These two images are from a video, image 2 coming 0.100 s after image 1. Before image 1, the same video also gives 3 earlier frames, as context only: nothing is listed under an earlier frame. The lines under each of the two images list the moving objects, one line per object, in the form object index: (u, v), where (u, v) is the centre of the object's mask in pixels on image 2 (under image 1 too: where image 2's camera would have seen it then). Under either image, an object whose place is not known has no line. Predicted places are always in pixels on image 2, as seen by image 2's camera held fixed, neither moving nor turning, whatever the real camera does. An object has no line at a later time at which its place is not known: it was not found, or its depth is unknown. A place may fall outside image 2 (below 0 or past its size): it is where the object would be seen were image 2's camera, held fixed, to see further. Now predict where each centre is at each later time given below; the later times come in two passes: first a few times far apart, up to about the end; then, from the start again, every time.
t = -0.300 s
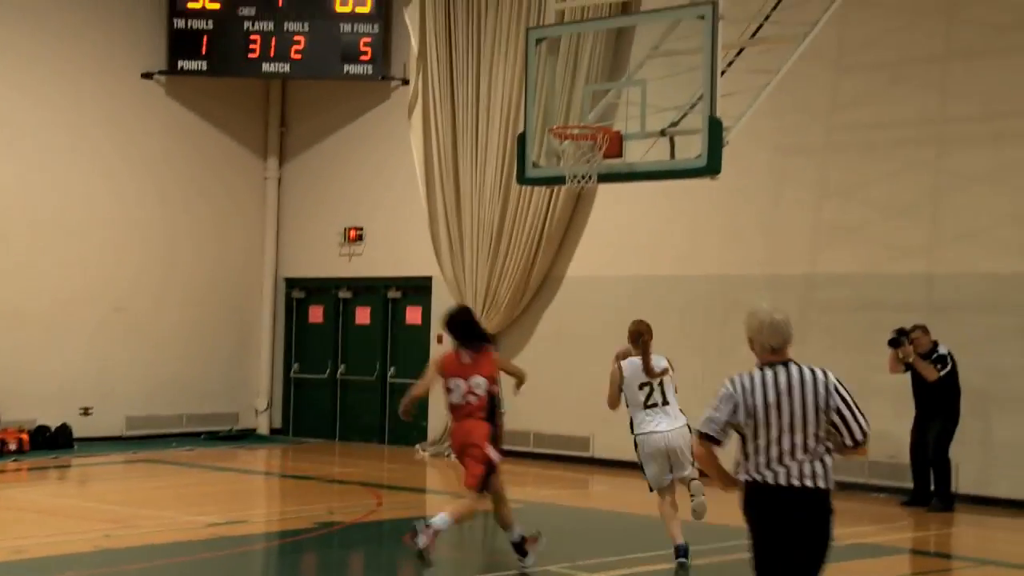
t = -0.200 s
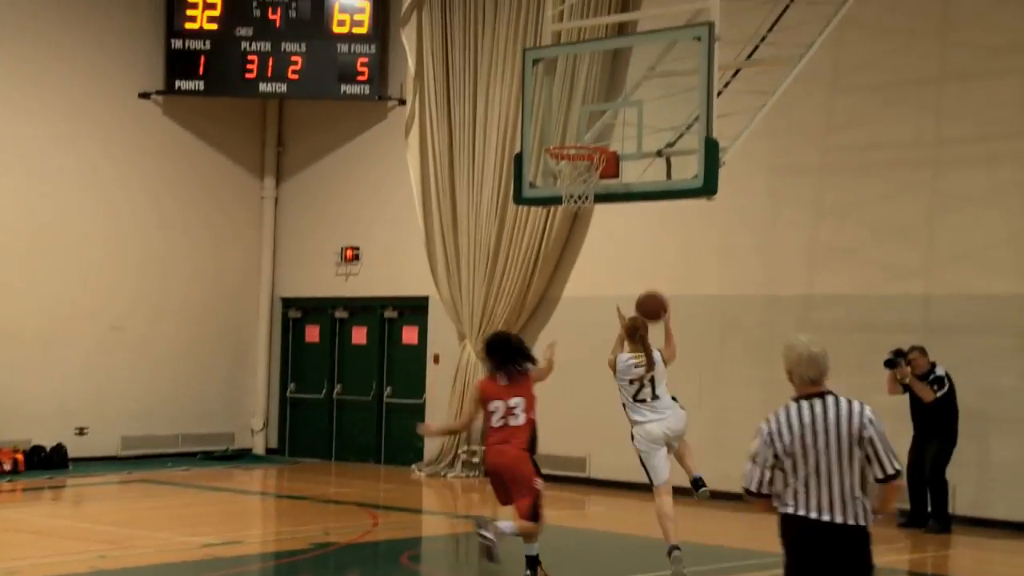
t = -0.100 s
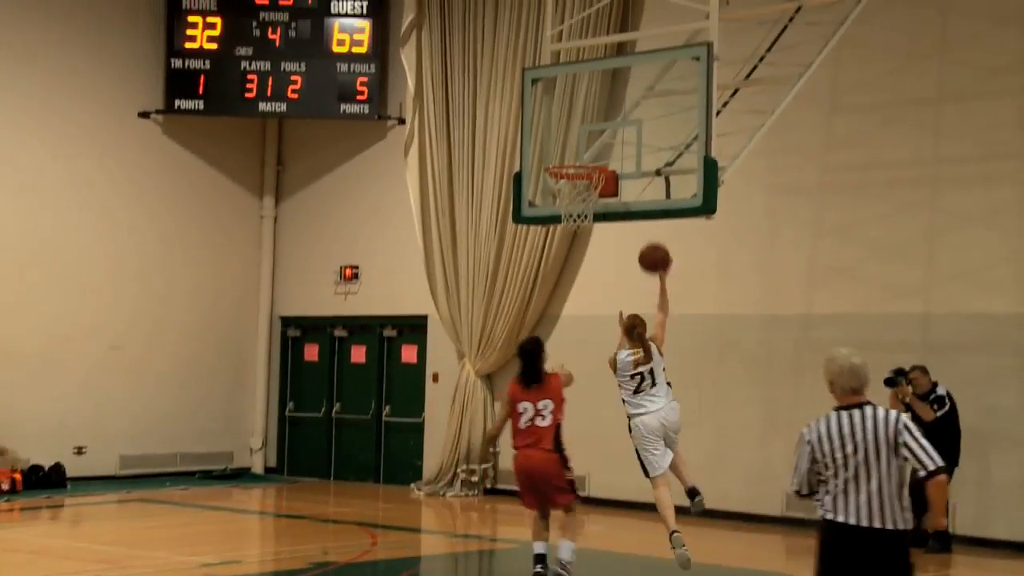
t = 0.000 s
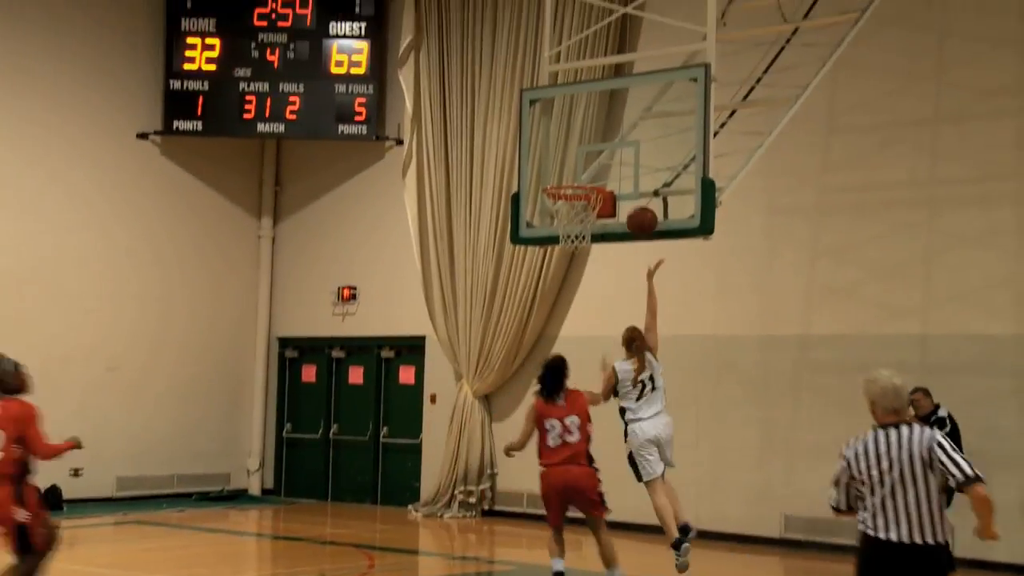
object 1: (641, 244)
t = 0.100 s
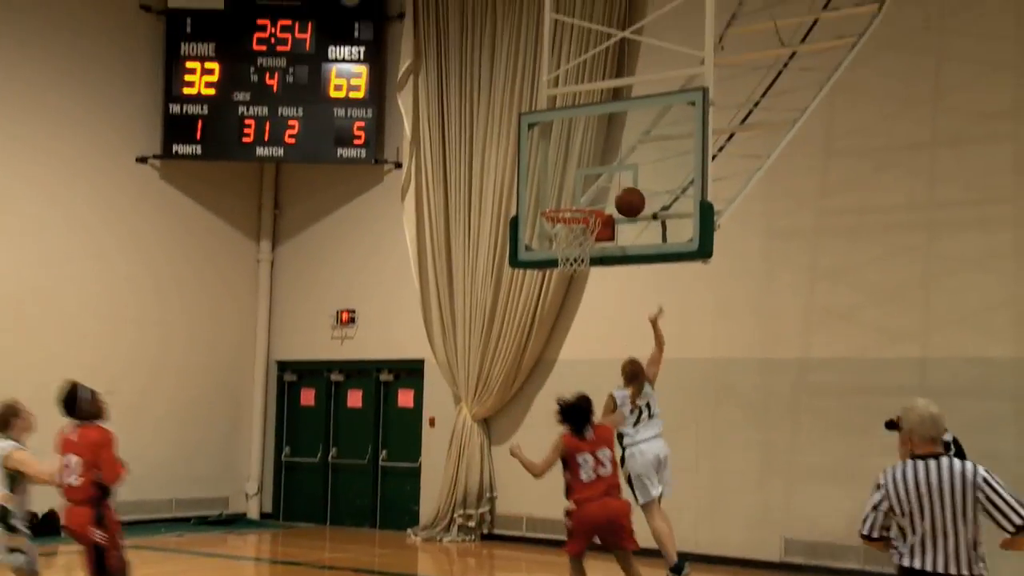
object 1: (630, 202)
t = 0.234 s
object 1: (606, 180)
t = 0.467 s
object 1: (561, 198)
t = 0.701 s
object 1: (597, 239)
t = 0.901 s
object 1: (589, 266)
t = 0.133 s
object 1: (625, 194)
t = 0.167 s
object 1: (618, 188)
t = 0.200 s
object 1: (612, 183)
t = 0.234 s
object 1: (606, 180)
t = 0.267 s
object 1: (599, 178)
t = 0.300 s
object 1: (593, 178)
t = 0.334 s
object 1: (587, 179)
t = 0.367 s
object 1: (581, 182)
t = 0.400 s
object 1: (574, 186)
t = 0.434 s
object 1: (568, 191)
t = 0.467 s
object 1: (561, 198)
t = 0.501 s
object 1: (554, 202)
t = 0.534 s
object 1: (559, 205)
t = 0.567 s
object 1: (568, 206)
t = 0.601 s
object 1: (577, 220)
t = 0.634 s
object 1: (584, 228)
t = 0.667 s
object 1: (592, 234)
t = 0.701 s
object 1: (597, 239)
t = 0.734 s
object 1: (595, 244)
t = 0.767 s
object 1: (596, 240)
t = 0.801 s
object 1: (593, 248)
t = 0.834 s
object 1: (591, 251)
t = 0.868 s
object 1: (590, 257)
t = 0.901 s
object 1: (589, 266)
